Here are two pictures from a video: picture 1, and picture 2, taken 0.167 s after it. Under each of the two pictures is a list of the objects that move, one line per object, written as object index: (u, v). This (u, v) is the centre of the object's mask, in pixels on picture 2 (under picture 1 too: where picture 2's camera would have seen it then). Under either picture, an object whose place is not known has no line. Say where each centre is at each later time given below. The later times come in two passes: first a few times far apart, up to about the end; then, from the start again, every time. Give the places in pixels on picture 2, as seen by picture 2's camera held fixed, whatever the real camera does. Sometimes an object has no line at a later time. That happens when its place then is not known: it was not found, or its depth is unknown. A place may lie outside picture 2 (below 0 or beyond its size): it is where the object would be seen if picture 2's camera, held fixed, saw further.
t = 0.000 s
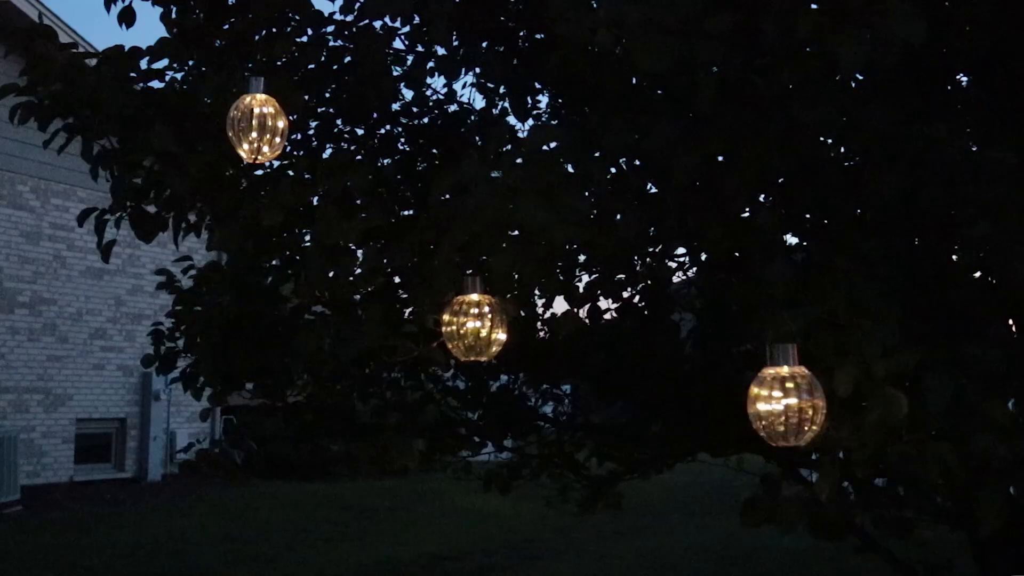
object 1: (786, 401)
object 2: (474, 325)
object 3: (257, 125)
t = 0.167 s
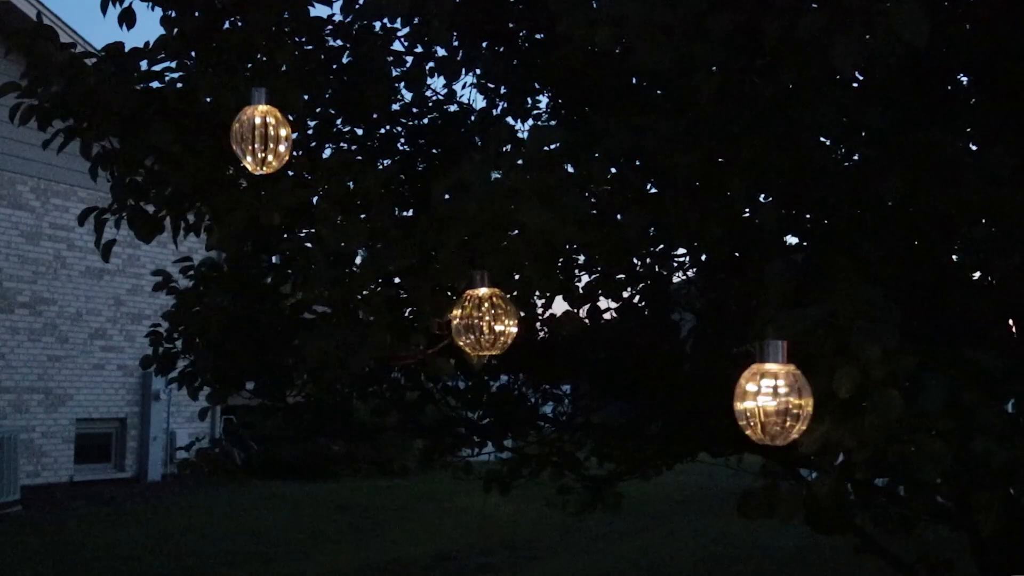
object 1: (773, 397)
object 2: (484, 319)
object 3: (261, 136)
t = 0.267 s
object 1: (765, 403)
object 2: (487, 318)
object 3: (262, 142)
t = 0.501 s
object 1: (754, 423)
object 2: (484, 326)
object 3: (255, 145)
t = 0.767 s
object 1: (761, 424)
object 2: (466, 332)
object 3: (249, 133)
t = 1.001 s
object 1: (774, 399)
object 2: (473, 326)
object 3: (259, 129)
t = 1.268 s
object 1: (784, 390)
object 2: (485, 315)
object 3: (265, 132)
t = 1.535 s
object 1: (782, 402)
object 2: (483, 319)
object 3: (253, 132)
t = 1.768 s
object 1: (766, 418)
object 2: (476, 330)
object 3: (251, 137)
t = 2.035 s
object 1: (752, 421)
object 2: (478, 327)
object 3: (261, 137)
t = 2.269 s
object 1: (759, 400)
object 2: (475, 319)
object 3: (262, 131)
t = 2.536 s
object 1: (776, 391)
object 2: (472, 321)
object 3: (256, 131)
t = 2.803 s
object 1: (785, 417)
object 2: (476, 325)
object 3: (260, 134)
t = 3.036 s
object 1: (778, 422)
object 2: (477, 321)
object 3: (261, 134)
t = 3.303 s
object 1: (764, 406)
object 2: (478, 324)
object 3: (253, 136)
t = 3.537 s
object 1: (760, 397)
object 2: (478, 325)
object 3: (254, 137)
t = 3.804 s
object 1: (772, 398)
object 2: (474, 320)
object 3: (264, 129)
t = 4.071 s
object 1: (782, 411)
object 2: (475, 319)
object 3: (259, 126)
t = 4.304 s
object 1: (774, 417)
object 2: (477, 320)
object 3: (254, 132)
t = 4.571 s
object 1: (757, 405)
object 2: (476, 322)
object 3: (259, 133)
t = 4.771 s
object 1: (757, 395)
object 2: (474, 323)
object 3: (260, 131)
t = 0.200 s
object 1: (770, 398)
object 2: (485, 319)
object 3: (261, 138)
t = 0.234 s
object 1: (767, 400)
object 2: (486, 318)
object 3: (262, 140)
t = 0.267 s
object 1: (765, 403)
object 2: (487, 318)
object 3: (262, 142)
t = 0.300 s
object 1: (762, 404)
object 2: (489, 318)
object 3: (261, 144)
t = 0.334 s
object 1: (760, 408)
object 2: (488, 319)
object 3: (261, 145)
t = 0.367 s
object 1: (758, 411)
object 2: (489, 320)
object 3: (260, 146)
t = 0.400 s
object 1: (756, 414)
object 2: (488, 322)
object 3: (259, 146)
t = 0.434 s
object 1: (755, 417)
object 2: (487, 324)
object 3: (258, 146)
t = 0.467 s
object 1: (754, 421)
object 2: (486, 324)
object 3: (256, 146)
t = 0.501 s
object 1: (754, 423)
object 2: (484, 326)
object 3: (255, 145)
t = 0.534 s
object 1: (754, 427)
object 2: (482, 328)
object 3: (253, 145)
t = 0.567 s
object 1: (754, 428)
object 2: (480, 329)
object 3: (252, 142)
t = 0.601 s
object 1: (755, 429)
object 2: (478, 330)
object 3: (251, 141)
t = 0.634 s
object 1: (756, 429)
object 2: (475, 331)
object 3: (250, 139)
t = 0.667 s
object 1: (757, 429)
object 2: (472, 332)
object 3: (250, 137)
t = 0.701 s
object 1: (759, 429)
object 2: (469, 332)
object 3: (249, 136)
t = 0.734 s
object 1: (760, 427)
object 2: (467, 332)
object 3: (249, 134)
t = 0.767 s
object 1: (761, 424)
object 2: (466, 332)
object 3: (249, 133)
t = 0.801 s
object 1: (763, 421)
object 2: (466, 331)
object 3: (250, 132)
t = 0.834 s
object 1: (765, 418)
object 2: (467, 331)
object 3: (251, 131)
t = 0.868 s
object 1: (767, 414)
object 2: (467, 331)
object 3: (252, 130)
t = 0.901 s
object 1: (769, 410)
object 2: (469, 330)
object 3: (254, 130)
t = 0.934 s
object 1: (771, 406)
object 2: (470, 329)
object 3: (255, 129)
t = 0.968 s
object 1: (772, 403)
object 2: (471, 328)
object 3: (257, 129)
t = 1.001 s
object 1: (774, 399)
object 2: (473, 326)
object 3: (259, 129)
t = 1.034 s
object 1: (775, 396)
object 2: (475, 325)
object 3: (261, 130)
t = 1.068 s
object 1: (777, 394)
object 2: (477, 323)
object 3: (262, 131)
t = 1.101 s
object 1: (778, 392)
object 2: (479, 321)
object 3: (264, 131)
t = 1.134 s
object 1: (780, 391)
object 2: (481, 320)
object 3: (265, 131)
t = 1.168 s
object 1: (781, 390)
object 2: (482, 318)
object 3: (265, 132)
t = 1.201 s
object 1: (783, 389)
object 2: (484, 317)
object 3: (265, 132)
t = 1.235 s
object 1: (783, 389)
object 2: (485, 316)
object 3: (265, 132)
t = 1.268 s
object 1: (784, 390)
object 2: (485, 315)
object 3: (265, 132)
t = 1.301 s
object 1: (785, 391)
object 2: (486, 314)
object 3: (264, 132)
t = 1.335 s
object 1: (785, 392)
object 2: (487, 314)
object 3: (263, 132)
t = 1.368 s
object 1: (786, 393)
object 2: (487, 314)
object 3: (261, 131)
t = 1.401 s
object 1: (785, 394)
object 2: (487, 315)
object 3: (259, 131)
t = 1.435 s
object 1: (785, 396)
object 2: (486, 316)
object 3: (257, 131)
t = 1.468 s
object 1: (784, 398)
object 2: (485, 317)
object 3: (256, 131)
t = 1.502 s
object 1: (783, 400)
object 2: (484, 318)
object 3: (254, 132)
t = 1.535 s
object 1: (782, 402)
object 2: (483, 319)
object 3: (253, 132)
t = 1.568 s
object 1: (780, 404)
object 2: (482, 321)
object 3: (251, 132)
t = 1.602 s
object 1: (778, 408)
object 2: (480, 323)
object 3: (250, 132)
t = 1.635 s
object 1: (776, 410)
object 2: (479, 325)
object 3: (249, 133)
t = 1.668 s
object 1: (773, 412)
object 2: (478, 326)
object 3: (249, 134)
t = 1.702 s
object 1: (771, 415)
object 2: (477, 328)
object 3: (250, 135)
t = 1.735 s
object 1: (768, 417)
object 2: (477, 329)
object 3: (250, 136)
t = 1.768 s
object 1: (766, 418)
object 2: (476, 330)
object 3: (251, 137)
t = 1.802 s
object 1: (764, 420)
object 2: (475, 331)
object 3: (252, 137)
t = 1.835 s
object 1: (761, 422)
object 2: (475, 331)
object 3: (253, 138)
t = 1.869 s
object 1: (759, 423)
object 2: (476, 331)
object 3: (255, 138)
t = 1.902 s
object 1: (756, 423)
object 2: (476, 331)
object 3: (256, 139)
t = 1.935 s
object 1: (755, 424)
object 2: (477, 330)
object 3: (257, 139)
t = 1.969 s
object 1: (754, 424)
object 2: (477, 330)
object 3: (258, 138)
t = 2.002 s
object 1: (753, 423)
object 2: (478, 329)
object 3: (260, 138)
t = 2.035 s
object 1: (752, 421)
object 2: (478, 327)
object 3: (261, 137)
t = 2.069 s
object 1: (753, 419)
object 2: (477, 326)
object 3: (261, 136)
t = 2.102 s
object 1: (753, 416)
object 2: (477, 325)
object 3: (262, 136)
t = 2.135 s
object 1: (754, 413)
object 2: (477, 323)
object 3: (262, 135)
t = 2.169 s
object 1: (755, 410)
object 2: (477, 322)
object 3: (262, 134)
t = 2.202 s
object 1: (756, 407)
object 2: (477, 321)
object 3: (262, 133)
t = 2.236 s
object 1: (757, 403)
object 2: (476, 320)
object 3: (262, 132)
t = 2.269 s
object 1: (759, 400)
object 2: (475, 319)
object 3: (262, 131)
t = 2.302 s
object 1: (761, 396)
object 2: (475, 319)
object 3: (261, 131)
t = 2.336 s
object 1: (763, 394)
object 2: (474, 319)
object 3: (261, 130)
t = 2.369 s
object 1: (766, 392)
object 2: (473, 319)
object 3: (260, 130)
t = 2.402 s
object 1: (768, 390)
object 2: (472, 319)
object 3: (259, 130)
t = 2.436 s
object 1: (770, 389)
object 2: (472, 319)
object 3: (258, 130)
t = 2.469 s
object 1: (772, 389)
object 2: (472, 320)
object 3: (257, 131)
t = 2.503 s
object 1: (774, 389)
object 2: (472, 320)
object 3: (256, 131)
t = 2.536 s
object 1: (776, 391)
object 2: (472, 321)
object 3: (256, 131)
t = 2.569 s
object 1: (778, 393)
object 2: (472, 322)
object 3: (255, 132)
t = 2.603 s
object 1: (780, 396)
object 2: (472, 322)
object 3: (255, 132)
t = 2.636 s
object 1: (781, 399)
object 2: (472, 323)
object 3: (255, 132)
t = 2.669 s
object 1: (783, 403)
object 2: (473, 324)
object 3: (256, 133)
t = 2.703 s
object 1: (783, 406)
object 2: (473, 324)
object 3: (257, 133)
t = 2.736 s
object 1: (784, 410)
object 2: (474, 325)
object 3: (258, 134)
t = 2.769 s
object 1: (785, 414)
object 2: (475, 325)
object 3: (259, 134)
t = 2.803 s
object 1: (785, 417)
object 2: (476, 325)
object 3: (260, 134)
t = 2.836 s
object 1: (785, 420)
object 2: (476, 324)
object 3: (261, 134)
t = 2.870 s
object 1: (784, 421)
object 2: (477, 324)
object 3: (261, 134)
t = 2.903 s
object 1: (784, 423)
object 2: (477, 323)
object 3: (262, 134)
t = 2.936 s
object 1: (783, 424)
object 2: (477, 323)
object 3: (262, 134)
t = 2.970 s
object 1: (782, 424)
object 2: (477, 322)
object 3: (262, 134)
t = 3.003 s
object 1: (780, 423)
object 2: (477, 322)
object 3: (261, 134)
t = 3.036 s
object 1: (778, 422)
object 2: (477, 321)
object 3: (261, 134)
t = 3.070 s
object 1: (777, 421)
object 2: (477, 321)
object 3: (260, 133)
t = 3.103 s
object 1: (775, 419)
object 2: (477, 321)
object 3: (259, 134)
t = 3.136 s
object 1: (773, 417)
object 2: (477, 321)
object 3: (258, 134)
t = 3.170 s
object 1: (770, 415)
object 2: (477, 322)
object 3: (257, 134)
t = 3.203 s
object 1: (769, 412)
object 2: (478, 322)
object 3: (255, 134)
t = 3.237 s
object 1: (767, 410)
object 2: (478, 322)
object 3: (254, 135)
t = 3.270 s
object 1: (765, 407)
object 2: (478, 323)
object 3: (254, 135)
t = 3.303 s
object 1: (764, 406)
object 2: (478, 324)
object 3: (253, 136)
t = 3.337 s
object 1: (762, 404)
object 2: (478, 324)
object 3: (253, 136)
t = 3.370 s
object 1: (761, 401)
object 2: (478, 325)
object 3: (252, 137)
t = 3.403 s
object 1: (760, 401)
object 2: (478, 325)
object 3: (252, 137)
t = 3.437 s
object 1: (760, 399)
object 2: (478, 326)
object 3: (252, 137)
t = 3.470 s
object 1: (760, 398)
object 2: (478, 325)
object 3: (252, 137)
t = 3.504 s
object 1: (760, 397)
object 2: (478, 325)
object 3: (253, 137)
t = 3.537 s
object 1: (760, 397)
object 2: (478, 325)
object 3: (254, 137)
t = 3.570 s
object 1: (761, 396)
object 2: (477, 325)
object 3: (256, 137)
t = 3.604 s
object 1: (762, 395)
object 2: (476, 325)
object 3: (257, 135)
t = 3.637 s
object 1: (763, 395)
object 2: (476, 324)
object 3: (258, 134)
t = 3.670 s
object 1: (765, 395)
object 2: (475, 323)
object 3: (259, 133)
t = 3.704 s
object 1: (766, 395)
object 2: (475, 322)
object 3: (261, 132)
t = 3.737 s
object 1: (768, 396)
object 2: (475, 321)
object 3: (262, 131)
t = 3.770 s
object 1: (770, 397)
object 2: (474, 321)
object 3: (263, 130)
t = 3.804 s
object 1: (772, 398)
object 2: (474, 320)
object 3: (264, 129)
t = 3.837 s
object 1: (774, 399)
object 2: (474, 319)
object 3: (264, 128)
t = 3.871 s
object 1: (775, 400)
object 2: (474, 319)
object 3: (264, 127)
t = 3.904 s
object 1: (777, 402)
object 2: (474, 319)
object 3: (263, 127)
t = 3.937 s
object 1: (778, 404)
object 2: (474, 318)
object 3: (263, 126)
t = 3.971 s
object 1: (780, 406)
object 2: (474, 318)
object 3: (262, 126)
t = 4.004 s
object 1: (781, 407)
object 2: (474, 318)
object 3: (261, 126)
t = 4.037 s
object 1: (781, 409)
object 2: (475, 318)
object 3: (260, 126)
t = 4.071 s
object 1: (782, 411)
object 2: (475, 319)
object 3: (259, 126)
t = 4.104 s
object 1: (782, 412)
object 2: (475, 319)
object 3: (258, 127)
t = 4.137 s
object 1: (781, 414)
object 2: (476, 319)
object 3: (257, 127)
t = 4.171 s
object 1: (780, 415)
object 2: (476, 319)
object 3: (256, 128)
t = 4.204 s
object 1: (779, 416)
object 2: (477, 319)
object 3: (255, 129)
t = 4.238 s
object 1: (778, 416)
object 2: (477, 319)
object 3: (255, 130)
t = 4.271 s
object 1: (776, 417)
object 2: (477, 320)
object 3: (254, 131)
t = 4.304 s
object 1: (774, 417)
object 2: (477, 320)
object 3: (254, 132)
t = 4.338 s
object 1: (771, 416)
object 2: (477, 320)
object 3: (254, 133)
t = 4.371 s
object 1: (769, 416)
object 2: (477, 320)
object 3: (254, 133)
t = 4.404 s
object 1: (767, 415)
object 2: (477, 321)
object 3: (255, 134)
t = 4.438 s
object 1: (764, 413)
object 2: (477, 321)
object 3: (255, 134)
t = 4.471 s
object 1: (762, 411)
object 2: (477, 321)
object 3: (256, 134)
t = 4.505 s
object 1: (760, 409)
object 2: (476, 321)
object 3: (257, 133)
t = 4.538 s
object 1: (758, 407)
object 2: (476, 322)
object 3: (258, 133)
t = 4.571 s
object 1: (757, 405)
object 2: (476, 322)
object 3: (259, 133)
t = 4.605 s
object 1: (756, 403)
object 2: (476, 323)
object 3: (259, 132)
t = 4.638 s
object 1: (755, 401)
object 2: (475, 323)
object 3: (260, 132)
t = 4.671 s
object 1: (755, 399)
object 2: (475, 323)
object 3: (260, 131)
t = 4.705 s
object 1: (756, 398)
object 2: (475, 323)
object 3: (260, 131)
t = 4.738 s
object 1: (756, 396)
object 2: (475, 323)
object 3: (260, 131)
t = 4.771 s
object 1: (757, 395)
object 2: (474, 323)
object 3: (260, 131)
